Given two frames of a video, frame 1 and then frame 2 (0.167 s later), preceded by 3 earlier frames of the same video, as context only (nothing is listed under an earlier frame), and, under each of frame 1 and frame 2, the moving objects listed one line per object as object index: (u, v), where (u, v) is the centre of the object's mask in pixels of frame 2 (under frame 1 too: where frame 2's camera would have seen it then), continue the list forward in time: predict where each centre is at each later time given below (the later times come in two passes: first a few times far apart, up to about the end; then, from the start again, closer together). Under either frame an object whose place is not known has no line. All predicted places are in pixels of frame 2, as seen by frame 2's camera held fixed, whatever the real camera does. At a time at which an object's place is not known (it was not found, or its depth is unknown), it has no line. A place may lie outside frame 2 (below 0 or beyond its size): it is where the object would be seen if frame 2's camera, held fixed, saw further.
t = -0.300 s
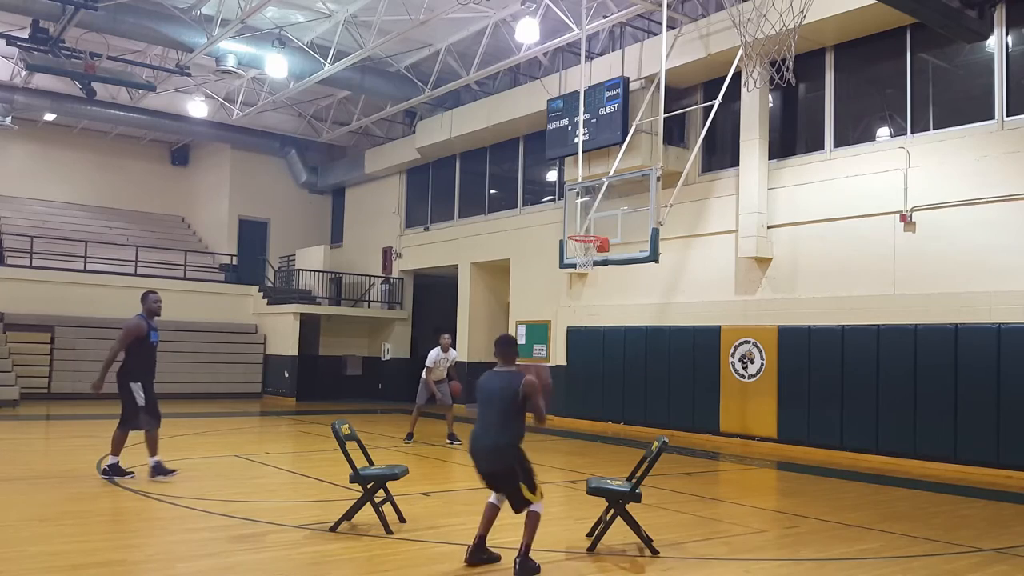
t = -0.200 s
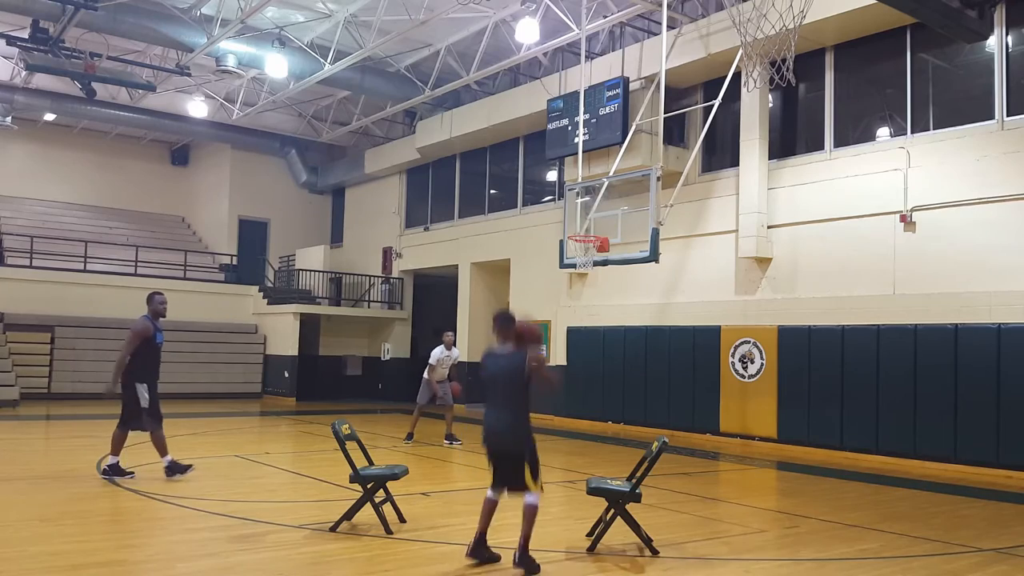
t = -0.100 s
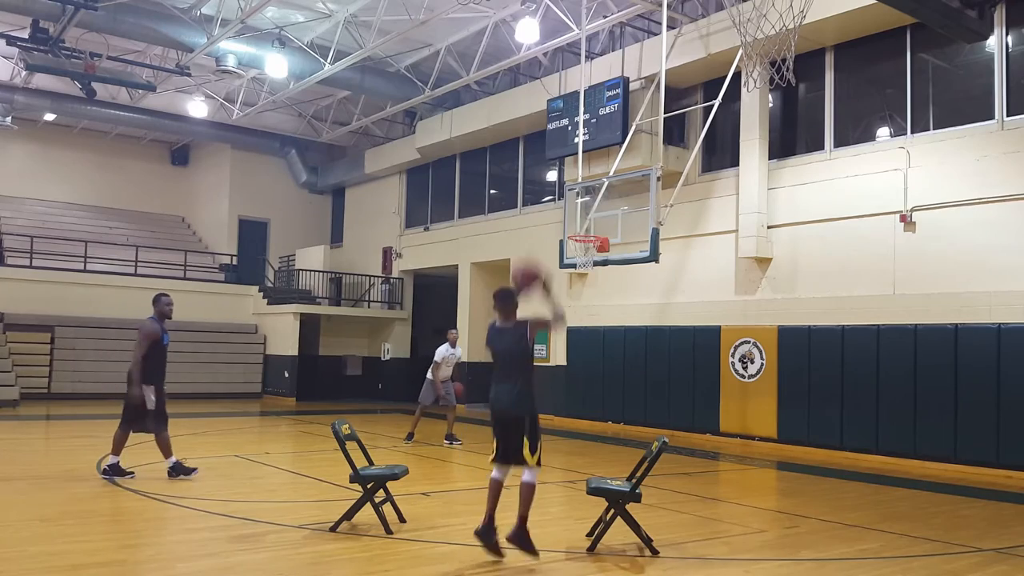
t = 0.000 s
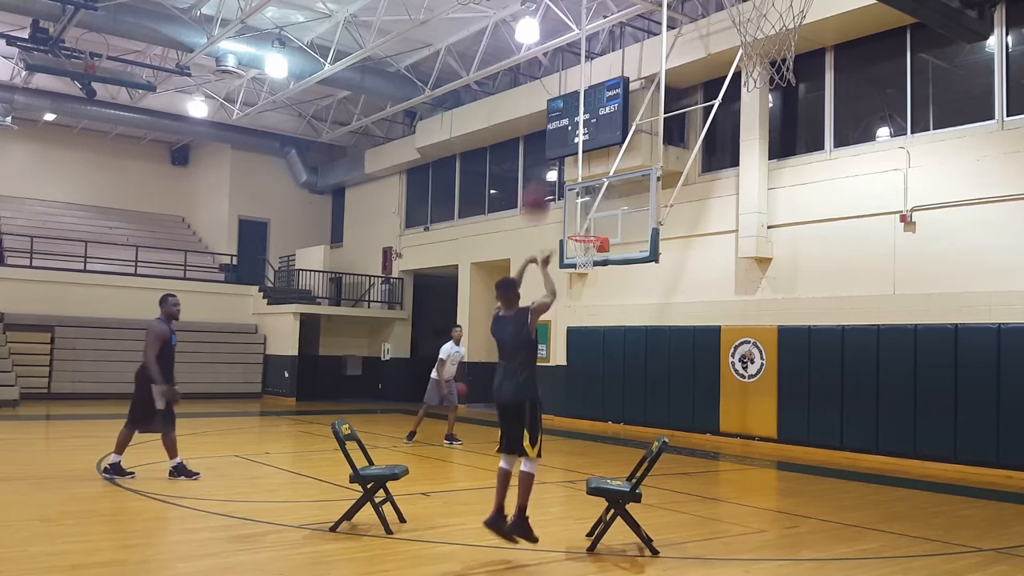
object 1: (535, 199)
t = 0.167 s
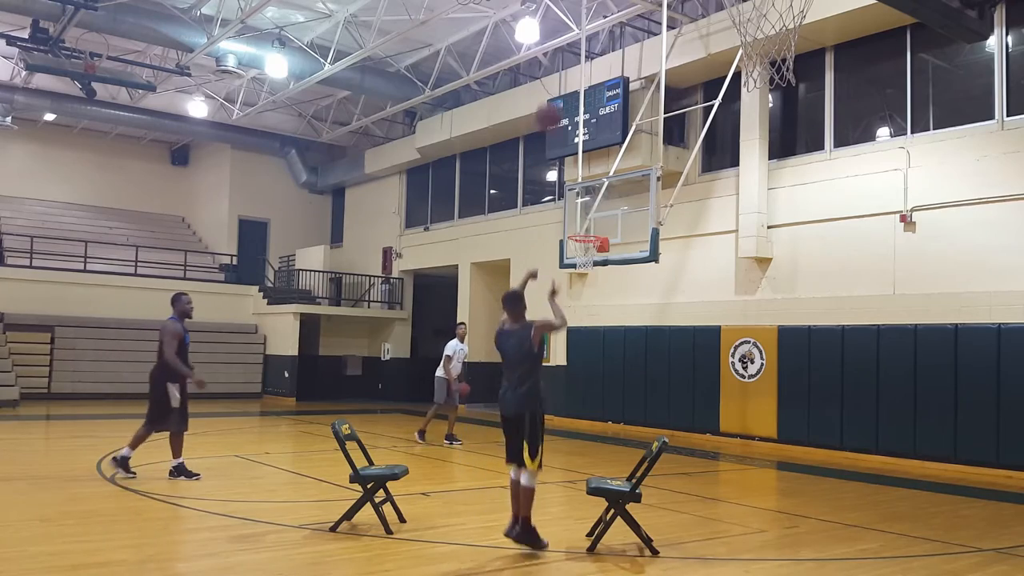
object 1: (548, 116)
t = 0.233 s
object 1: (552, 95)
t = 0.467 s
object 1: (562, 68)
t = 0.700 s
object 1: (569, 92)
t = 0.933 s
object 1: (573, 151)
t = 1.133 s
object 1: (576, 225)
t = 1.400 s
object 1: (604, 270)
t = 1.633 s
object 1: (627, 321)
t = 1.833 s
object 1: (648, 397)
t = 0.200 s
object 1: (550, 105)
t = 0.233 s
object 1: (552, 95)
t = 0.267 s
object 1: (554, 87)
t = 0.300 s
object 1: (555, 81)
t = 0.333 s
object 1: (557, 76)
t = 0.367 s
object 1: (558, 72)
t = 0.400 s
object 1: (560, 71)
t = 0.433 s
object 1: (561, 69)
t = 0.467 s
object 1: (562, 68)
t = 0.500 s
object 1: (563, 68)
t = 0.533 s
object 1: (565, 69)
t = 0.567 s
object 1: (565, 72)
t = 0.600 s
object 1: (566, 75)
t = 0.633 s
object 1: (567, 80)
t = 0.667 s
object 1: (568, 85)
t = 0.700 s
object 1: (569, 92)
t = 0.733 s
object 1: (569, 98)
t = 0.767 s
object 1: (570, 104)
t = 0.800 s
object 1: (571, 112)
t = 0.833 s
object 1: (571, 120)
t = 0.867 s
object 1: (571, 130)
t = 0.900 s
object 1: (572, 141)
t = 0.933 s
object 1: (573, 151)
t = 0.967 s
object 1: (573, 162)
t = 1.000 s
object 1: (572, 173)
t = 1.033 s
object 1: (574, 187)
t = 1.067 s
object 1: (574, 197)
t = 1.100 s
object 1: (575, 212)
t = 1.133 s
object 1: (576, 225)
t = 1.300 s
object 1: (594, 261)
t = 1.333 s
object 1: (597, 263)
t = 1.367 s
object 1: (601, 266)
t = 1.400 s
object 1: (604, 270)
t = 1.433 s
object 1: (608, 275)
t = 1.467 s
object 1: (611, 281)
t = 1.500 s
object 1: (614, 287)
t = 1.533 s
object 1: (617, 295)
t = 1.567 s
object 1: (621, 303)
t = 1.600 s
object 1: (624, 311)
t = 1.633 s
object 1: (627, 321)
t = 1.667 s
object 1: (631, 332)
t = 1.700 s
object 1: (634, 342)
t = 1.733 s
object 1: (638, 355)
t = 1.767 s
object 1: (641, 369)
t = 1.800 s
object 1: (644, 382)
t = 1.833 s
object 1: (648, 397)
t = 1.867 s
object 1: (651, 414)
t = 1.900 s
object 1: (654, 428)
